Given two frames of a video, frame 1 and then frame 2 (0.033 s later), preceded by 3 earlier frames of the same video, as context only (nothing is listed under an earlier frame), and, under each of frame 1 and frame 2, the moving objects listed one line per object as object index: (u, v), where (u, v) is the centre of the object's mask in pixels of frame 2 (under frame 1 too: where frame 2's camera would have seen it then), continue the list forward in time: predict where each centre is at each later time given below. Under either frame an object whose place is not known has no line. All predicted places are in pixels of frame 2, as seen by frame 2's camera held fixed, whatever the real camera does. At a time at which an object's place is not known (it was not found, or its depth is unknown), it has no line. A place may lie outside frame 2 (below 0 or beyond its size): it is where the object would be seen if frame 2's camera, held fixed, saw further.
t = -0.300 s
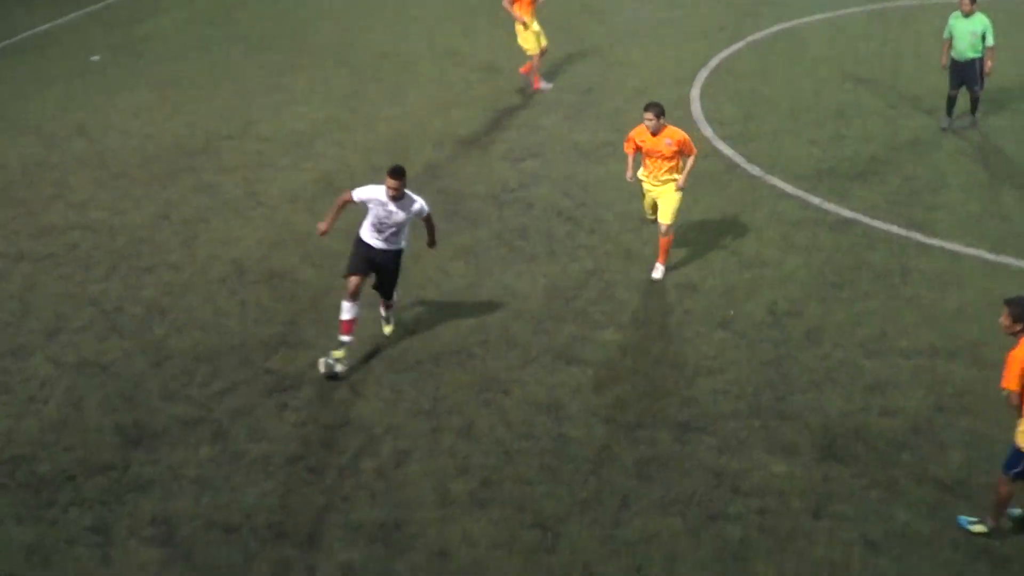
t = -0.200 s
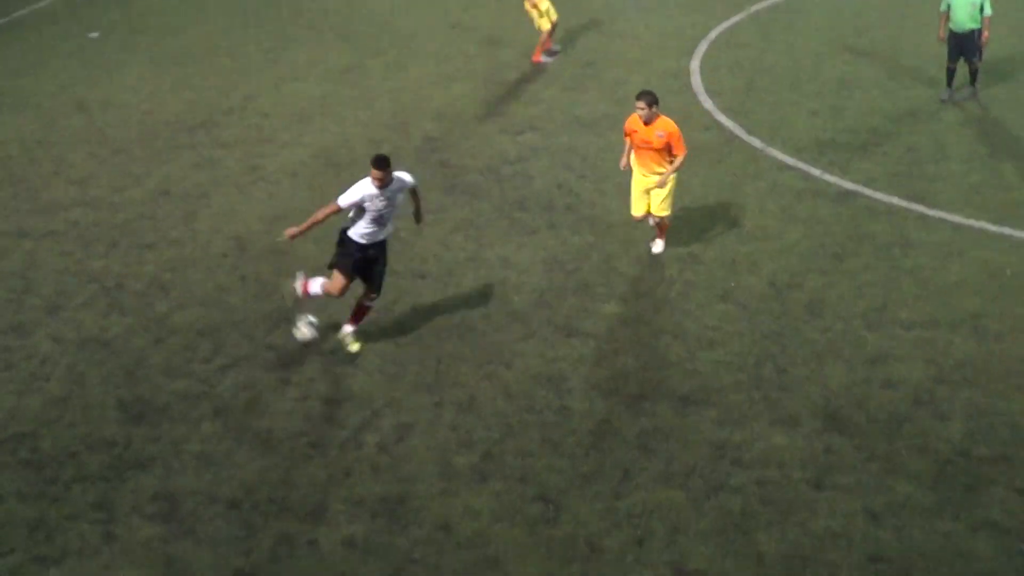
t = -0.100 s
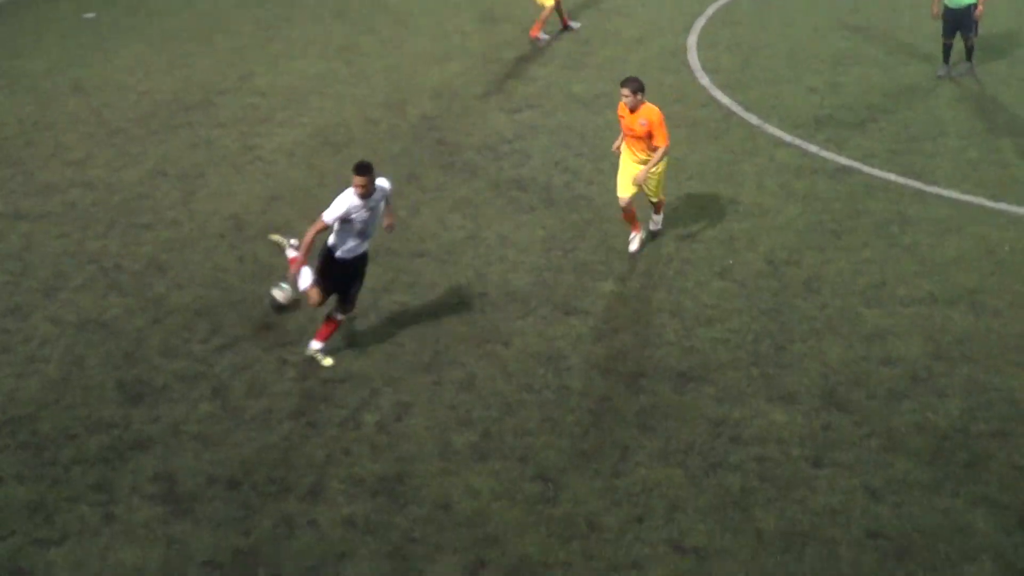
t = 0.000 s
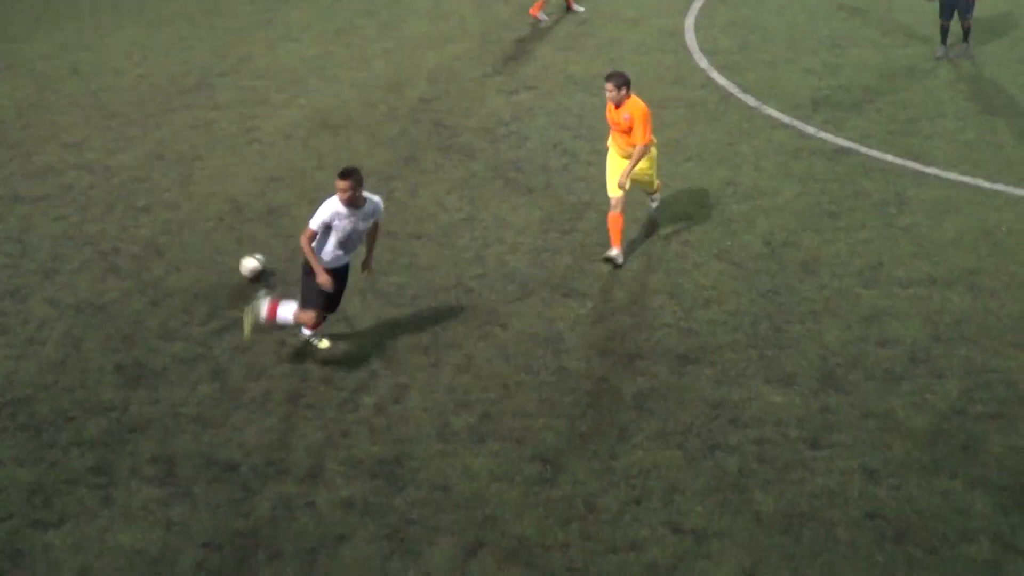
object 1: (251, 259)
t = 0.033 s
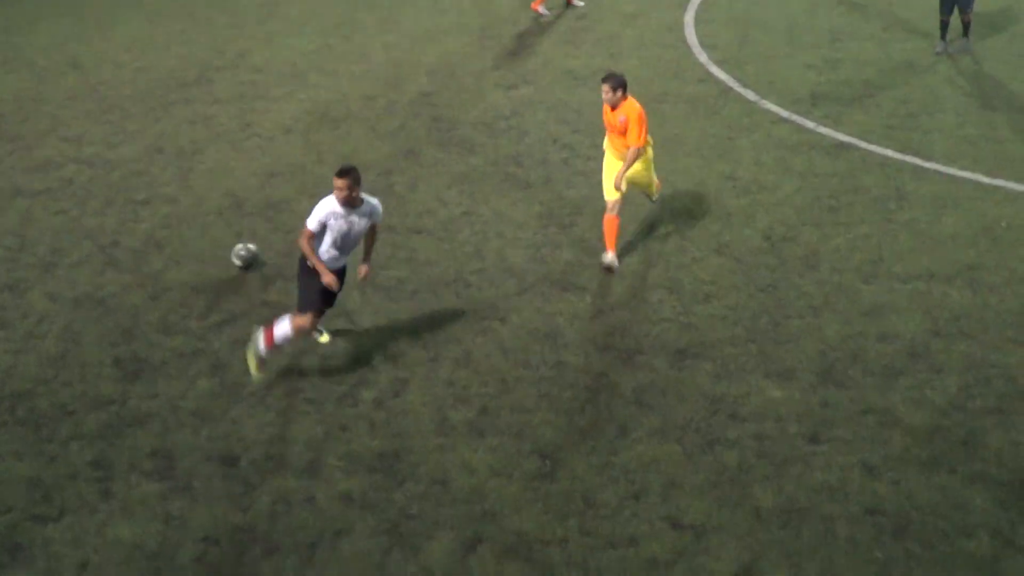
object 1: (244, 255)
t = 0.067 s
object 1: (239, 251)
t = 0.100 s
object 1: (233, 246)
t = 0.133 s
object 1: (226, 247)
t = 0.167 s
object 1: (217, 244)
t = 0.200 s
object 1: (210, 239)
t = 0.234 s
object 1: (205, 237)
